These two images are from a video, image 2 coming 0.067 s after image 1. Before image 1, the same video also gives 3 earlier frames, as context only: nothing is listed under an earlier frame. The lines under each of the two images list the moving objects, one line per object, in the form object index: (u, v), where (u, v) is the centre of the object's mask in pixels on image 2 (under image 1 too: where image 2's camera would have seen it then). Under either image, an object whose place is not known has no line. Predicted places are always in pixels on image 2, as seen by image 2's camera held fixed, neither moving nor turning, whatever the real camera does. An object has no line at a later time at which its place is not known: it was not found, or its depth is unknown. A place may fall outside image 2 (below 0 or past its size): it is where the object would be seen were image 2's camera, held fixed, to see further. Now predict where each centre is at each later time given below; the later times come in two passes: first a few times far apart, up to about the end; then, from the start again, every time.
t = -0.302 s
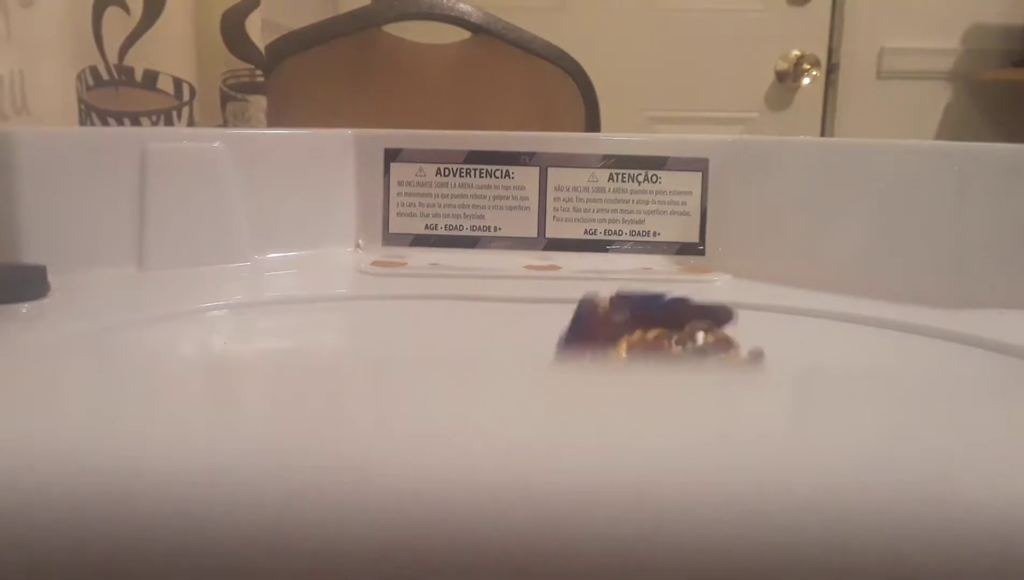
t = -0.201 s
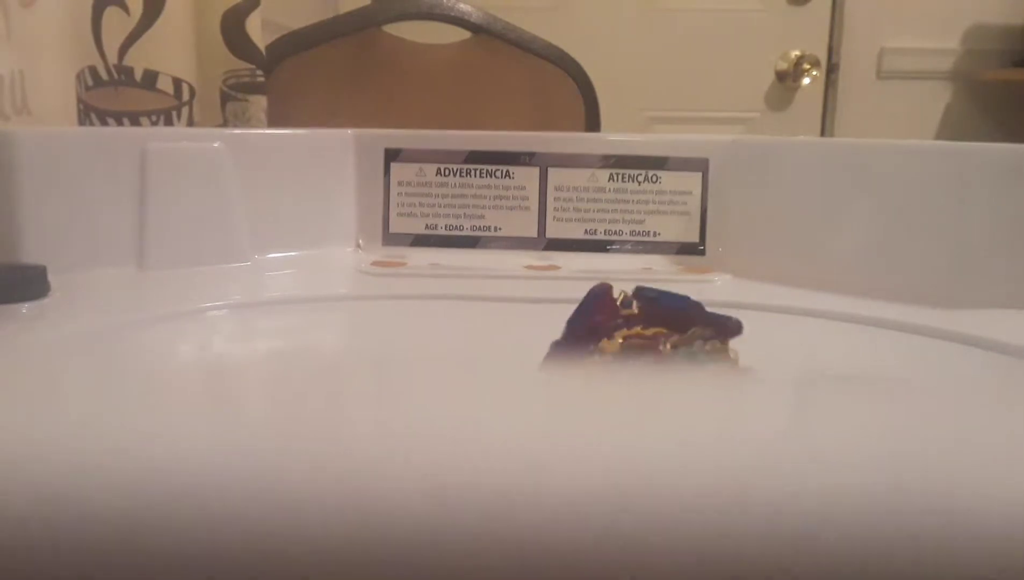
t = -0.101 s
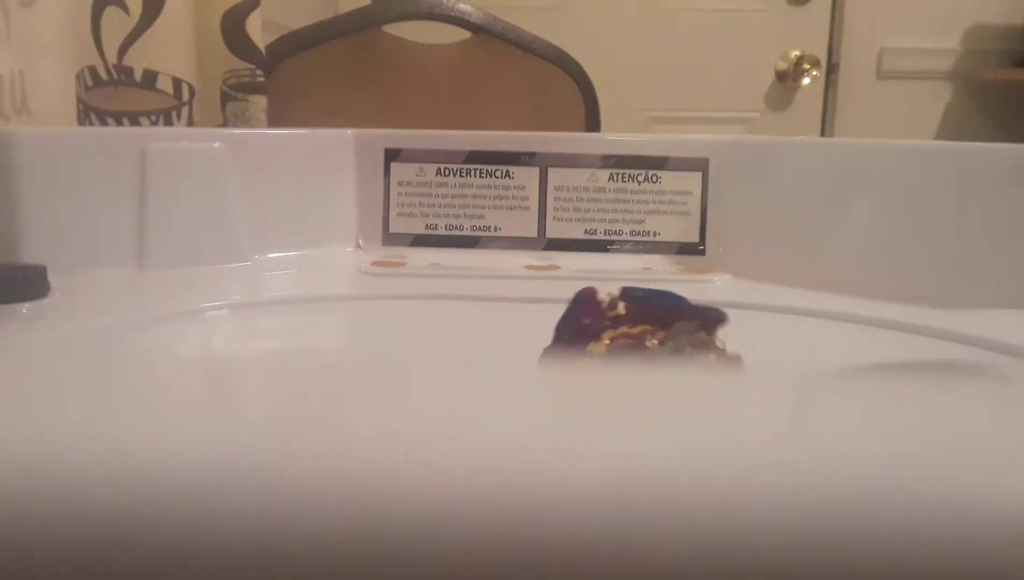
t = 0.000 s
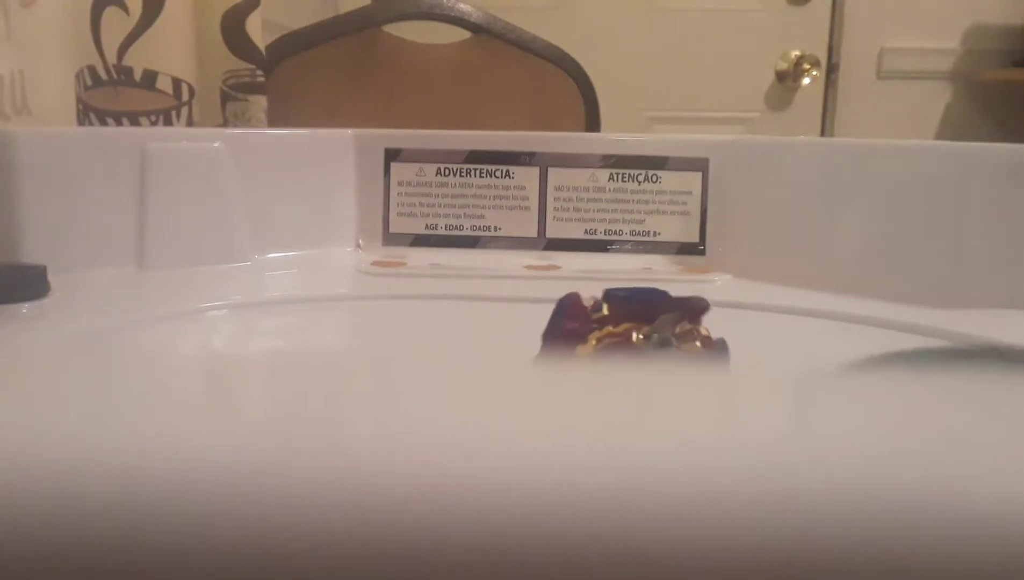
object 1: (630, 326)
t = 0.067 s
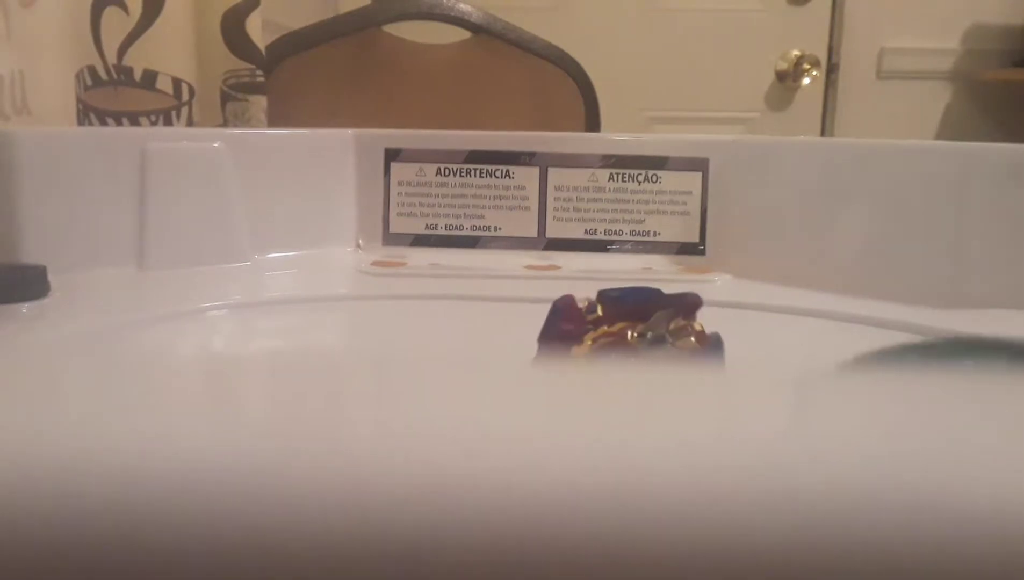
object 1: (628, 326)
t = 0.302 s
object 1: (632, 328)
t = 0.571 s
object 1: (560, 328)
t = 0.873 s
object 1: (513, 334)
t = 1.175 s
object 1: (554, 336)
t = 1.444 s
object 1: (554, 338)
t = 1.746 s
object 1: (583, 347)
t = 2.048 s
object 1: (628, 340)
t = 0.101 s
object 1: (627, 326)
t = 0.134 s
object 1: (628, 328)
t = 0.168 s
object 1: (627, 327)
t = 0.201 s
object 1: (628, 327)
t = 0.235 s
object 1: (629, 328)
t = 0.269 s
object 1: (631, 328)
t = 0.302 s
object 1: (632, 328)
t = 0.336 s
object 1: (625, 325)
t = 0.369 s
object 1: (618, 327)
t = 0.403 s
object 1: (614, 327)
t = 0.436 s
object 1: (582, 329)
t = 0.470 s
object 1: (574, 330)
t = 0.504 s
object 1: (573, 330)
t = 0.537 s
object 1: (572, 329)
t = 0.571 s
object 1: (560, 328)
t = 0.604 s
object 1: (550, 329)
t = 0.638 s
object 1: (538, 329)
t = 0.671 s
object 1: (531, 329)
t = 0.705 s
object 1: (526, 329)
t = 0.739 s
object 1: (529, 328)
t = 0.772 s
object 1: (531, 329)
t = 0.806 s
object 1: (527, 334)
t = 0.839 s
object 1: (518, 333)
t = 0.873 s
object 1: (513, 334)
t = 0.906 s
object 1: (510, 333)
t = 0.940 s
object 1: (507, 334)
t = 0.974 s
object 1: (513, 332)
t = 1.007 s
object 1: (507, 334)
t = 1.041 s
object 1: (508, 335)
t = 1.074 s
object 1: (513, 335)
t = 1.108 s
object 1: (521, 337)
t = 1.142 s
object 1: (535, 338)
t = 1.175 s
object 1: (554, 336)
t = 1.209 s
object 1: (571, 337)
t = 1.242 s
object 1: (567, 339)
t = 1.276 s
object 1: (560, 340)
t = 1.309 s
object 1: (551, 335)
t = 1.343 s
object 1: (553, 334)
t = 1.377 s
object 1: (557, 336)
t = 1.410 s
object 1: (557, 338)
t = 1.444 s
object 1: (554, 338)
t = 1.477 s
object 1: (555, 339)
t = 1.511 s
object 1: (556, 339)
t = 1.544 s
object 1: (557, 337)
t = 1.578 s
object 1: (565, 338)
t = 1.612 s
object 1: (571, 339)
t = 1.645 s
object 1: (578, 338)
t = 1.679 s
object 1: (586, 341)
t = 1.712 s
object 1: (582, 345)
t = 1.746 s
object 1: (583, 347)
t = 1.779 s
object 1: (607, 340)
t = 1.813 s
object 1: (624, 342)
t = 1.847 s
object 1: (617, 346)
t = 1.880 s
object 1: (616, 346)
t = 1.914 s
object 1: (624, 345)
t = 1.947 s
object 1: (633, 347)
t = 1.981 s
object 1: (643, 347)
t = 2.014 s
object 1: (639, 343)
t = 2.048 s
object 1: (628, 340)
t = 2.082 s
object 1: (618, 342)
